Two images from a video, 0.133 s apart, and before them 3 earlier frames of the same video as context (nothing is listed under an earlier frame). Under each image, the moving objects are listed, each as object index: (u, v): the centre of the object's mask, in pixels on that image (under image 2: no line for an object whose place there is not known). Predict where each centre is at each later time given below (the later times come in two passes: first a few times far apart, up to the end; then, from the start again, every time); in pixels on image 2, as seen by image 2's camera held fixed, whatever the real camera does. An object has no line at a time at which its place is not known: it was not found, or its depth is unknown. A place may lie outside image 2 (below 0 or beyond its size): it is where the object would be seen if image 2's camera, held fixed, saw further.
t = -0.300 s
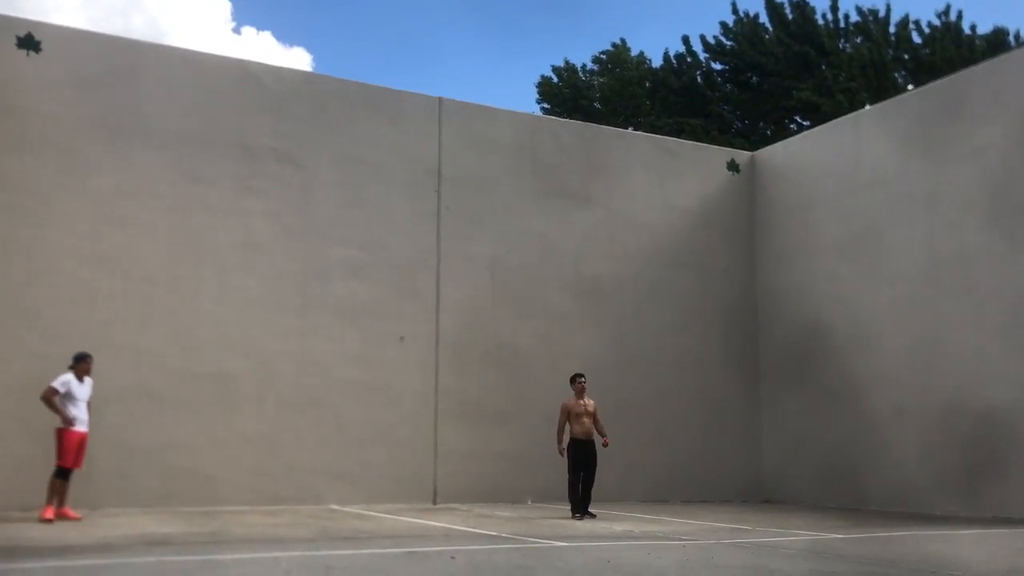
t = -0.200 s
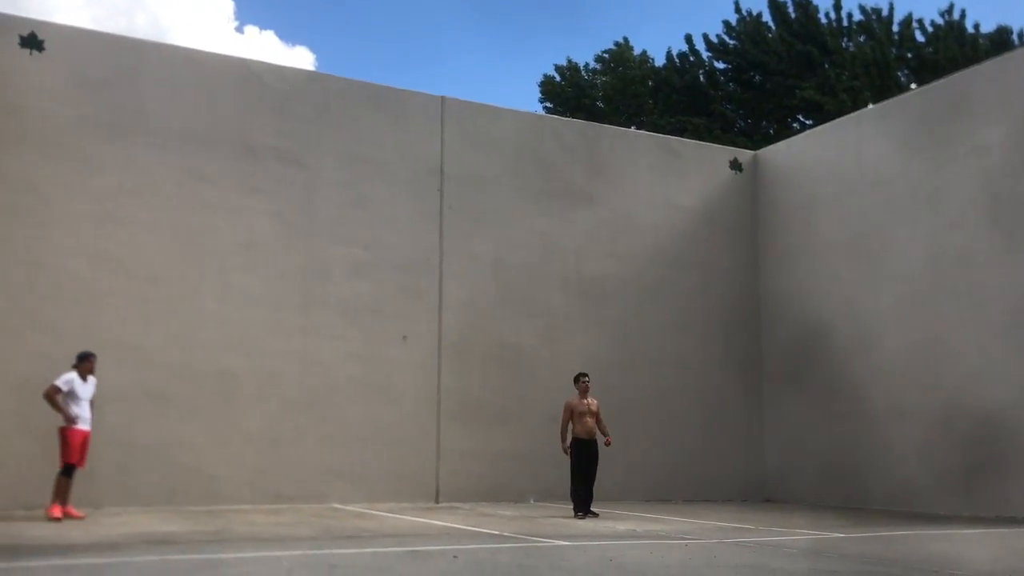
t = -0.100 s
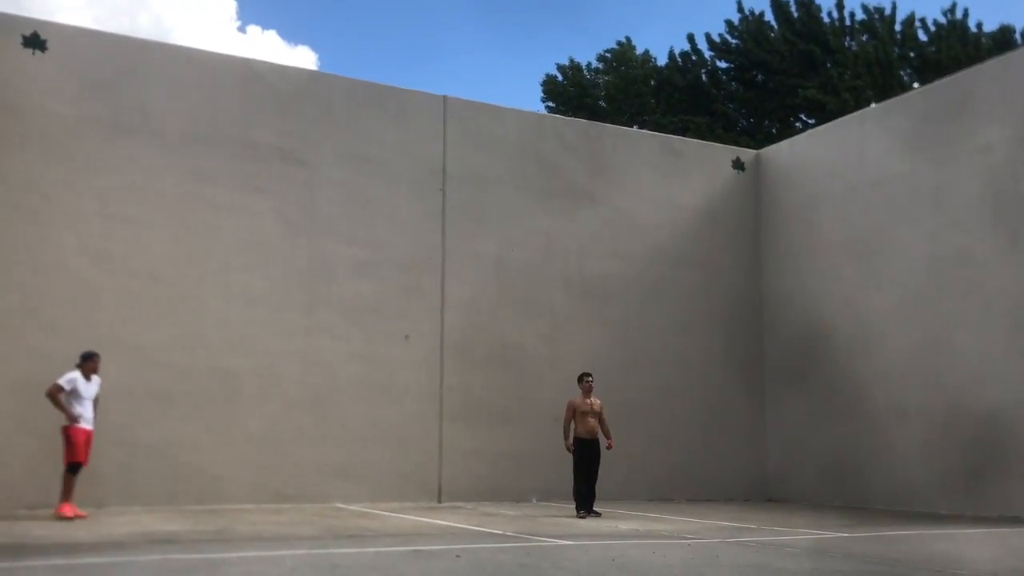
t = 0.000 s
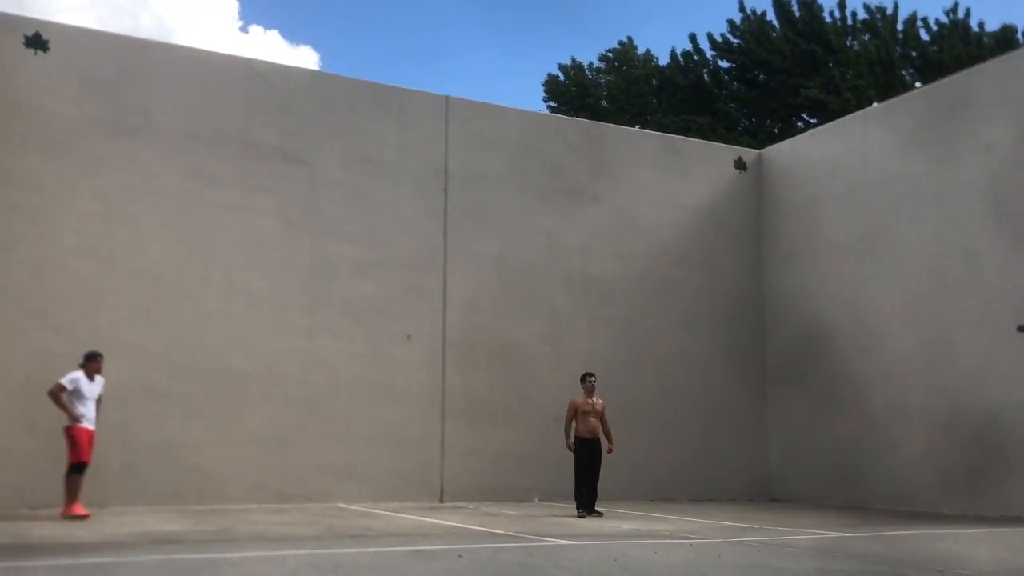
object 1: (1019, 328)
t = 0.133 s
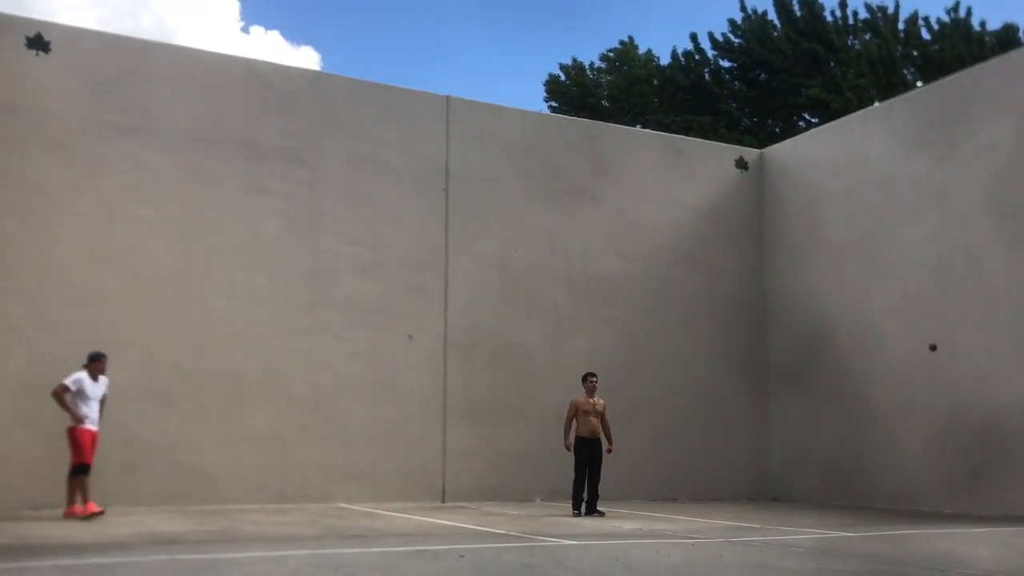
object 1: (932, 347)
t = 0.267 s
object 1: (859, 387)
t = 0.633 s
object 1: (714, 506)
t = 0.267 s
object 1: (859, 387)
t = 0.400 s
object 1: (798, 443)
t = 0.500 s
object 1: (759, 493)
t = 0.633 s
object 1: (714, 506)
